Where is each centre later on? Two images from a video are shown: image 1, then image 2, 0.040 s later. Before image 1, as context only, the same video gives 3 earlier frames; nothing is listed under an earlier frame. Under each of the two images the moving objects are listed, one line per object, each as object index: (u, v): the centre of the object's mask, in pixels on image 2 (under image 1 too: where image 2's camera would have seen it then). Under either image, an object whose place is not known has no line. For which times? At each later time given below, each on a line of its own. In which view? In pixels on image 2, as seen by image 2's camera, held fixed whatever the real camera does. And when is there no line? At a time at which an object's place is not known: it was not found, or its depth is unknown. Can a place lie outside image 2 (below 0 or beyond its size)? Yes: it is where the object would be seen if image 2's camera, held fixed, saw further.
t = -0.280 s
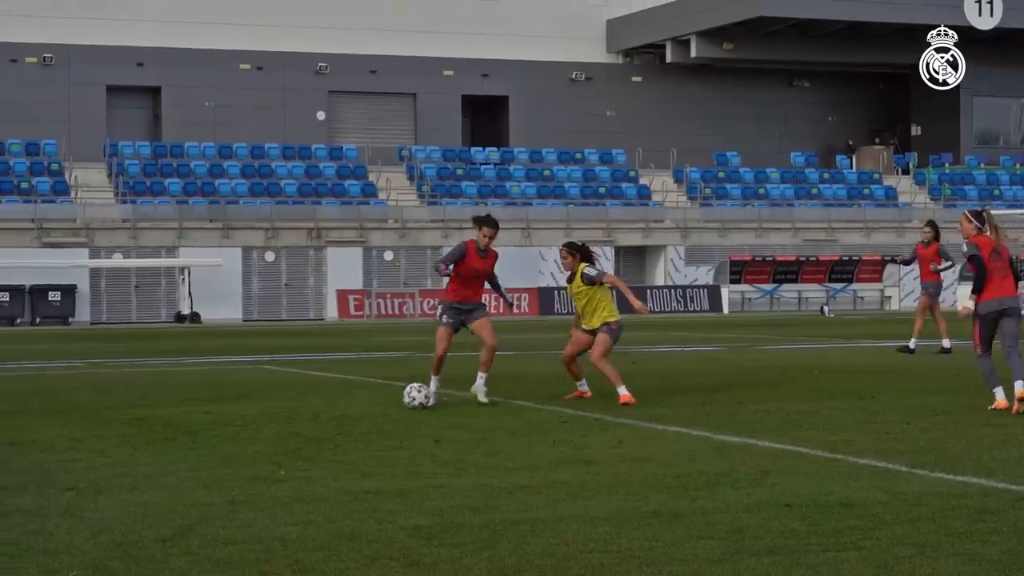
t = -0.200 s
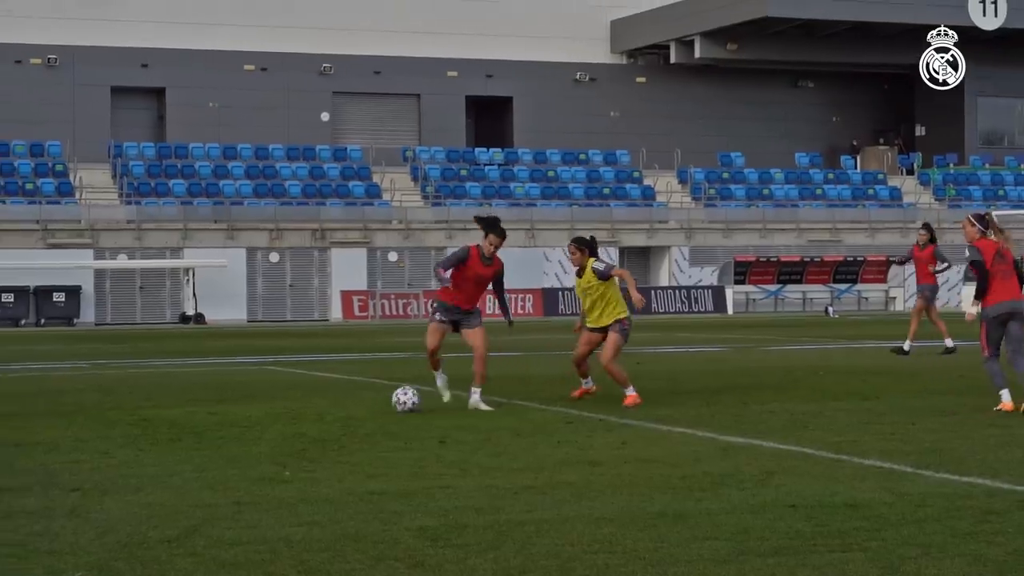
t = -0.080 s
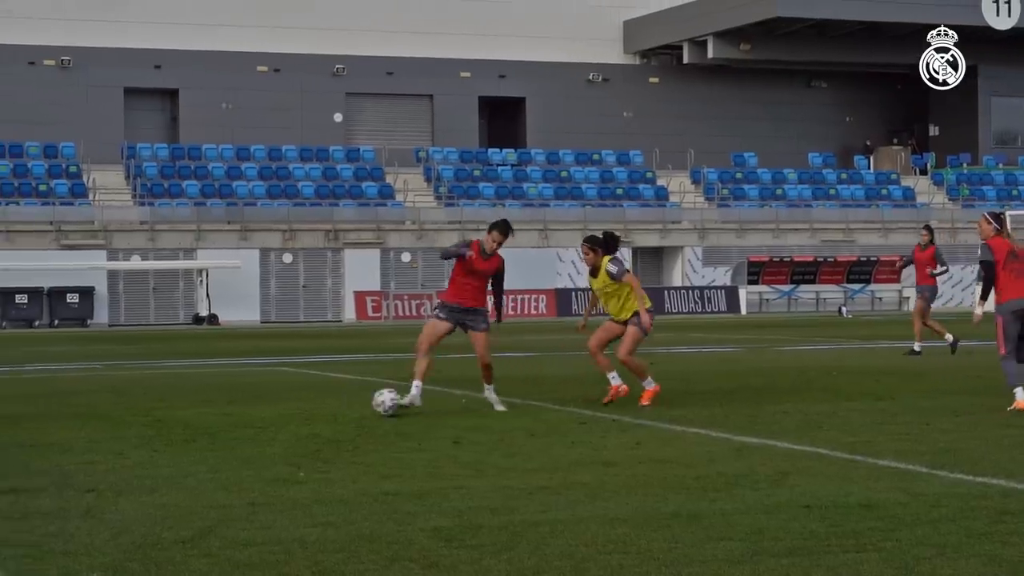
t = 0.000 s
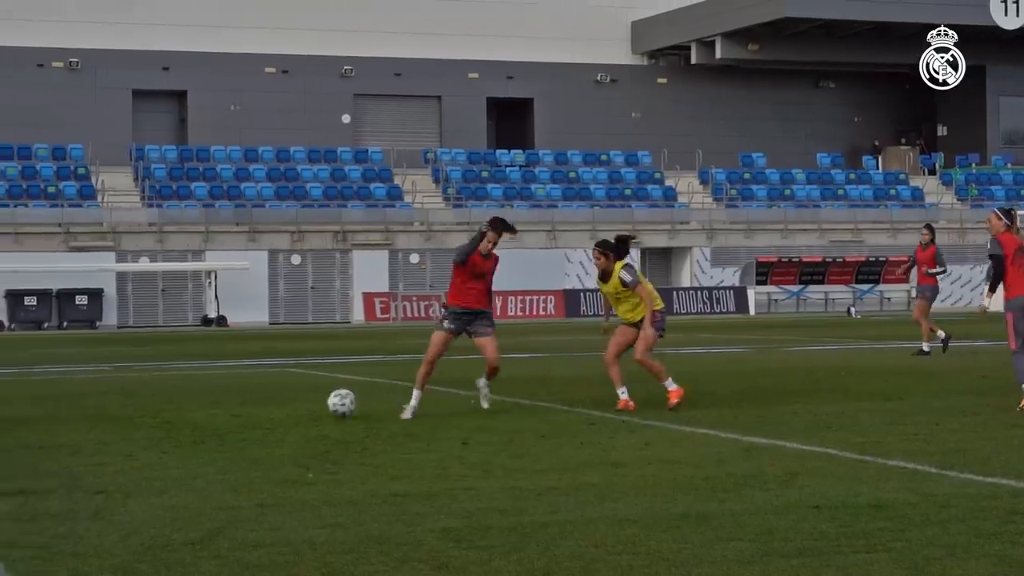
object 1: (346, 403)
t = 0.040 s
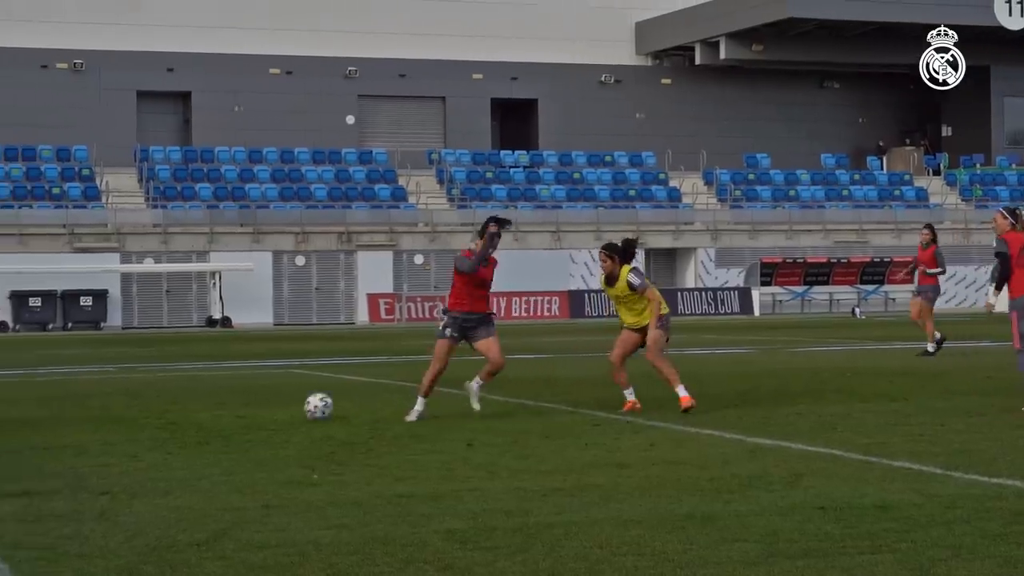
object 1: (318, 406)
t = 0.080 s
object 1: (292, 409)
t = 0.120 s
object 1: (270, 408)
